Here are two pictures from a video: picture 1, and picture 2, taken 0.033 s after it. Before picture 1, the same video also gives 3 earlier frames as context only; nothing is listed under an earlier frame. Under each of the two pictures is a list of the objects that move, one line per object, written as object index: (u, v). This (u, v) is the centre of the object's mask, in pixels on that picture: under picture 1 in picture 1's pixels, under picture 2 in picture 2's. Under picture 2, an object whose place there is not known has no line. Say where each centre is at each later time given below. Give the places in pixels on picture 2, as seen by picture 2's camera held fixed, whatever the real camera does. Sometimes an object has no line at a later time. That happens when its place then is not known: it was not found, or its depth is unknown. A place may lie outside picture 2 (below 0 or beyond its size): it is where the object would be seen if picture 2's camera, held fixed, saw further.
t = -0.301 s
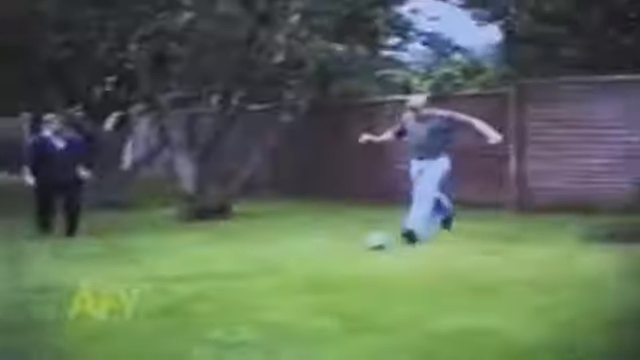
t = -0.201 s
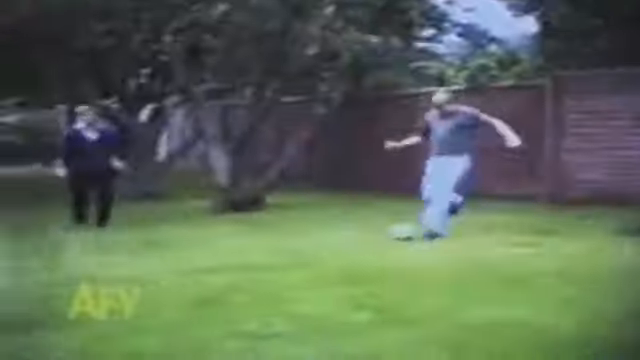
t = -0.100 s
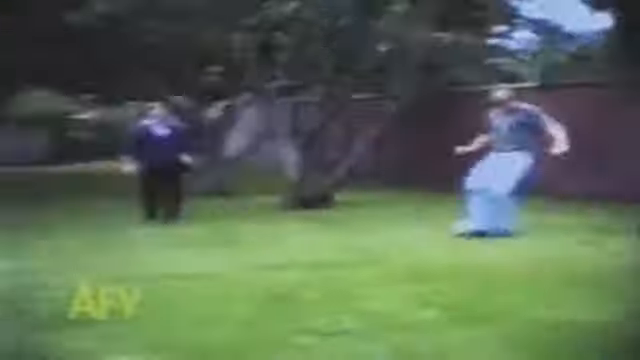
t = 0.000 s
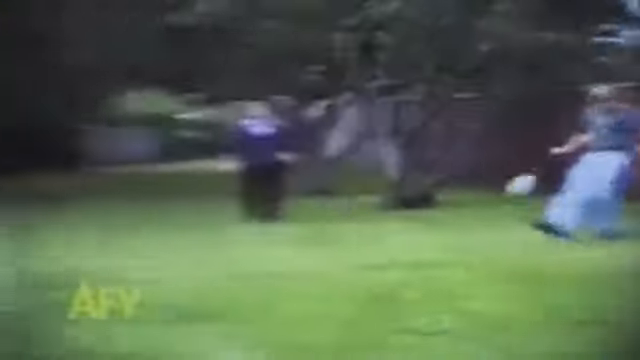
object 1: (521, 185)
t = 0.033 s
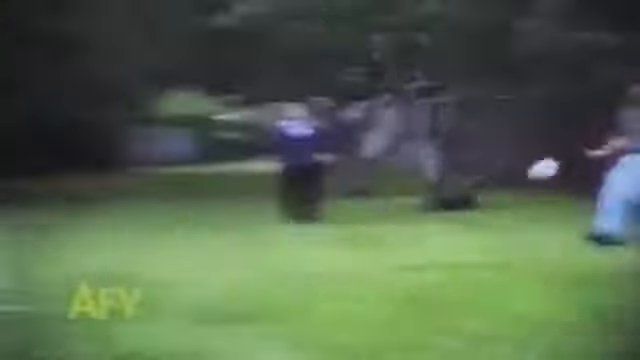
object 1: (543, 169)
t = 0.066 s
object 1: (524, 156)
